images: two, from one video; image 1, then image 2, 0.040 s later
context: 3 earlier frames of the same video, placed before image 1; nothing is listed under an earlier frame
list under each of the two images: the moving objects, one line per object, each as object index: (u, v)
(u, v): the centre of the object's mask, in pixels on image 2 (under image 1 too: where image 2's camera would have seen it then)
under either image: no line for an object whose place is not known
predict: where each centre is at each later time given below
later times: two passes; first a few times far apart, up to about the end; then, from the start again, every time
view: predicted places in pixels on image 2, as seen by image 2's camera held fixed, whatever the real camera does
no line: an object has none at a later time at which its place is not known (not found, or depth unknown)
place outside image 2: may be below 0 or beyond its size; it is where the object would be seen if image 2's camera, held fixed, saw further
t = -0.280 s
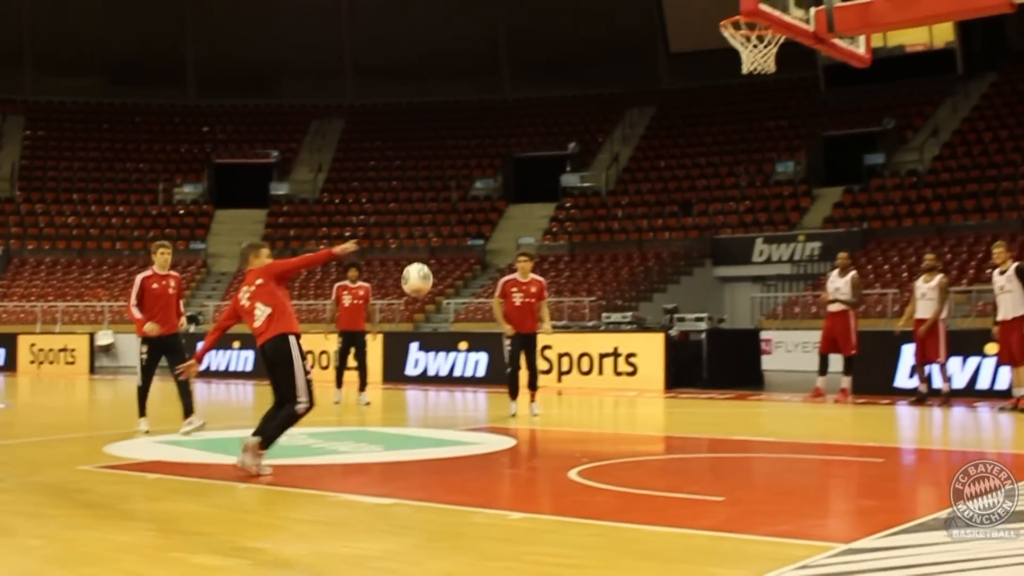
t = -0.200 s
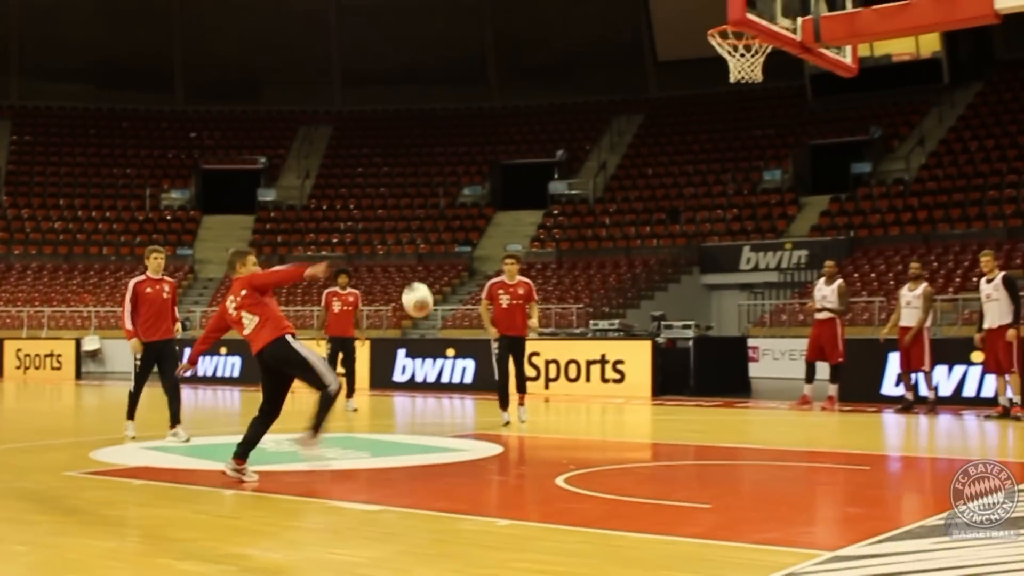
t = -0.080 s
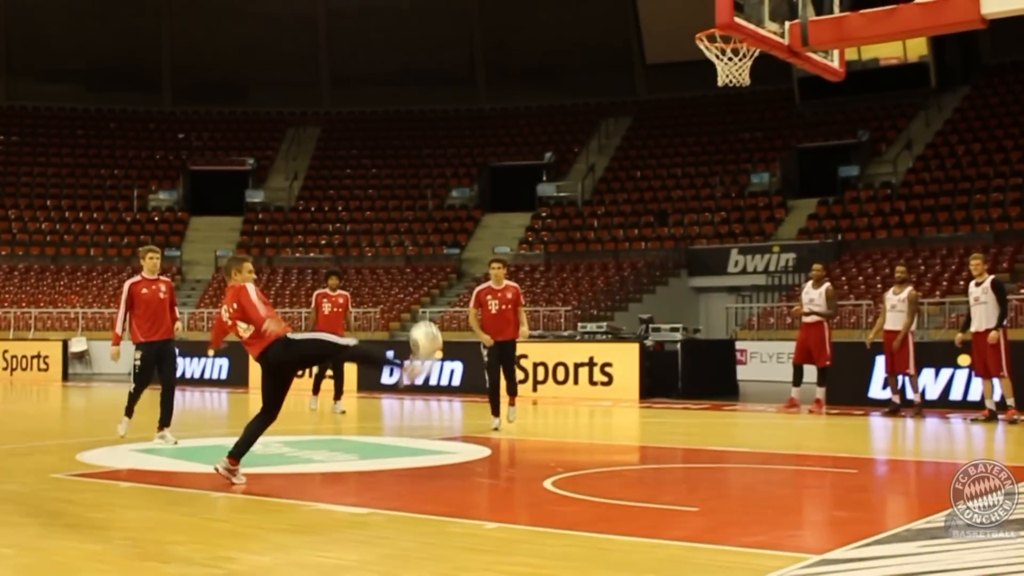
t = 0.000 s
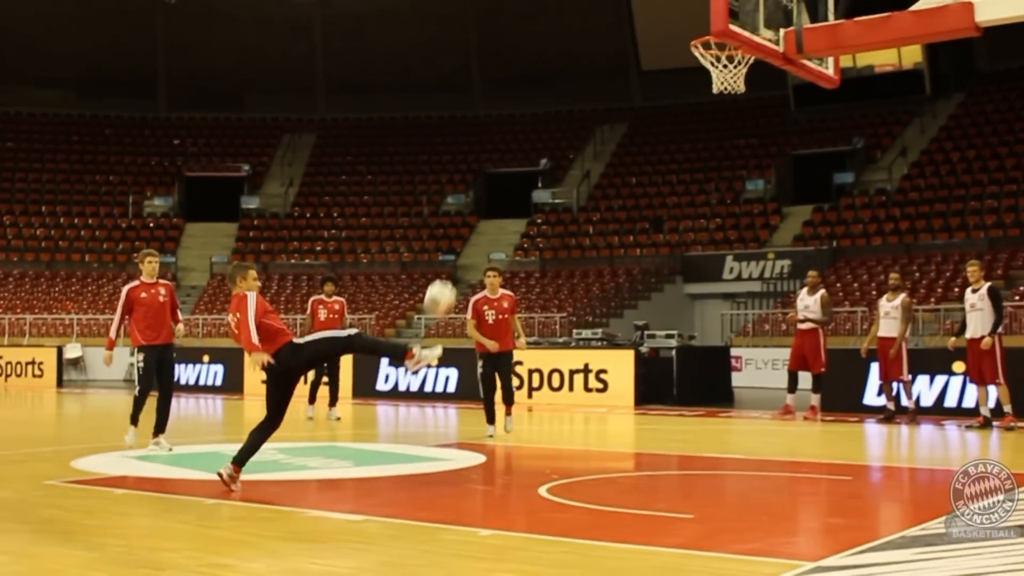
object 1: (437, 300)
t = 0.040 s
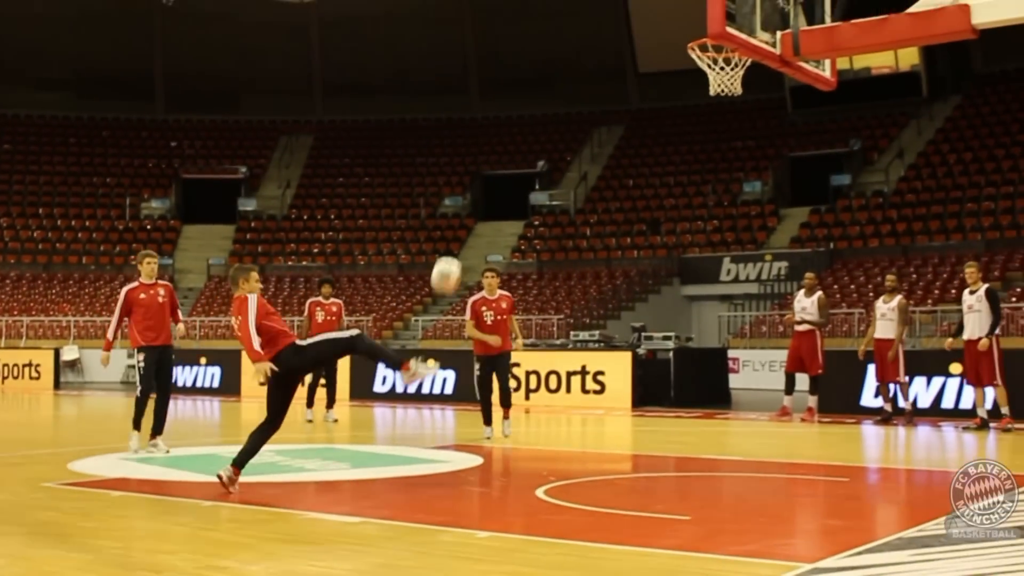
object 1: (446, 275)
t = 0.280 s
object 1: (493, 181)
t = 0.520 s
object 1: (530, 169)
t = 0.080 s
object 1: (455, 252)
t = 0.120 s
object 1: (464, 233)
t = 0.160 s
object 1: (472, 216)
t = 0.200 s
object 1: (479, 202)
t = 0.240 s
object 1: (486, 191)
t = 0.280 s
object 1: (493, 181)
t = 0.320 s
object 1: (500, 174)
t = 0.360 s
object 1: (506, 169)
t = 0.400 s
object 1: (512, 166)
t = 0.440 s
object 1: (519, 165)
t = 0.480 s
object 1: (525, 166)
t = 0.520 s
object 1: (530, 169)
